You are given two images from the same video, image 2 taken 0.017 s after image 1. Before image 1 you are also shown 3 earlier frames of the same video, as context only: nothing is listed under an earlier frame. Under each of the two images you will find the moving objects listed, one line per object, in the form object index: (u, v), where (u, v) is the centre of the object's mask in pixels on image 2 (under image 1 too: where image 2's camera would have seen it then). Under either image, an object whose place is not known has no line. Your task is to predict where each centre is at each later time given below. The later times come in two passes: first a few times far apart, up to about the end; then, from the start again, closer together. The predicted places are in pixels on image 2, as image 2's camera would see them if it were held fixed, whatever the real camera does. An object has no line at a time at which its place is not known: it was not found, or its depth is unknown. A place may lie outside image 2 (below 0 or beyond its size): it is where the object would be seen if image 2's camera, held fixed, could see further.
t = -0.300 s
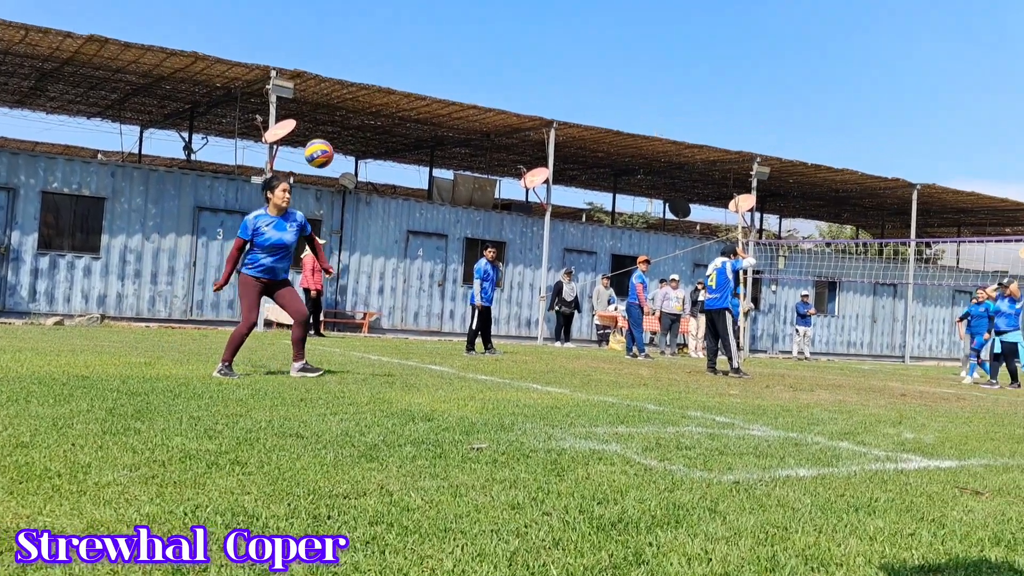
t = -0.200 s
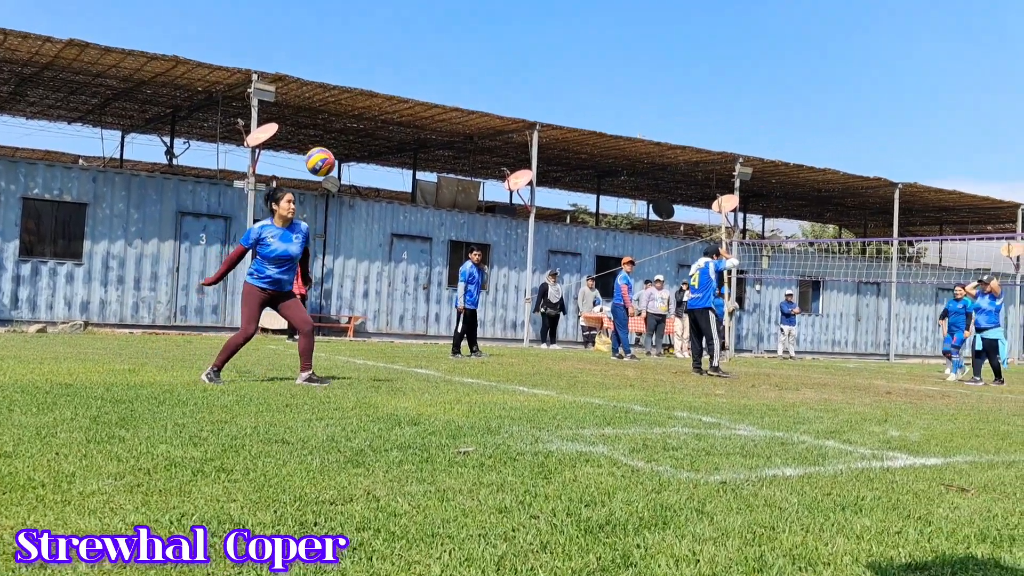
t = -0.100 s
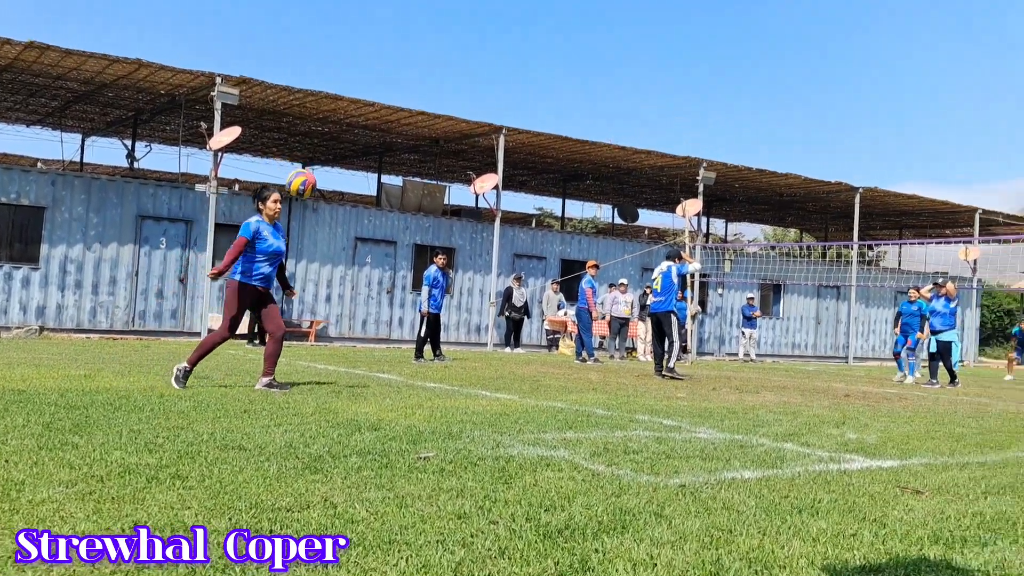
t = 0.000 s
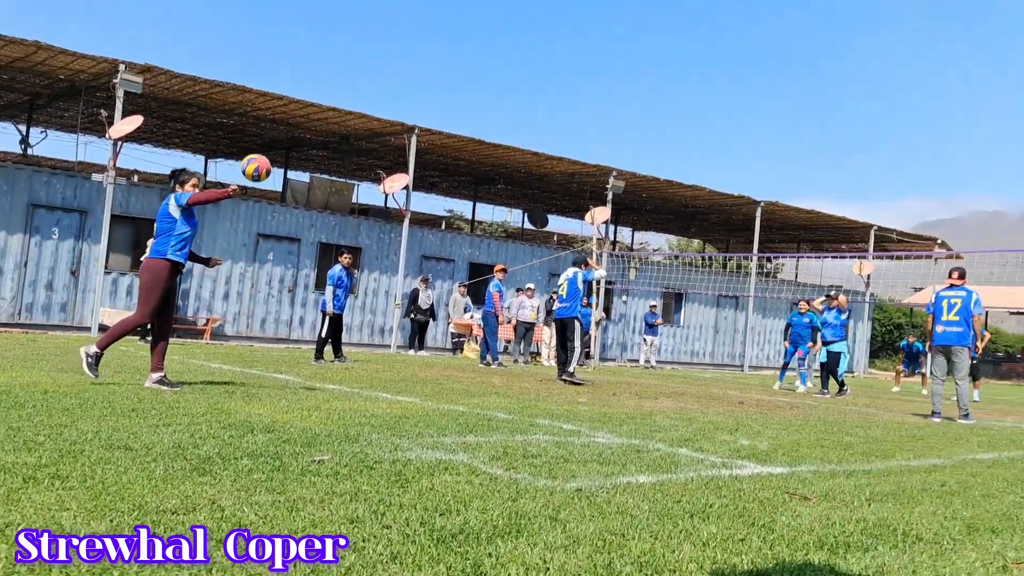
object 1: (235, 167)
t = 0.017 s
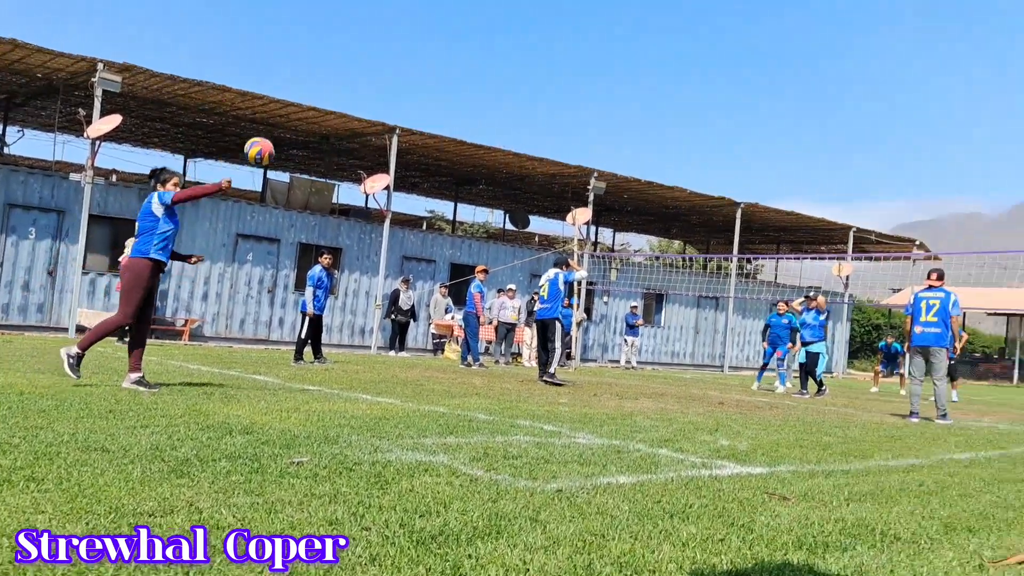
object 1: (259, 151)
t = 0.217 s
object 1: (473, 13)
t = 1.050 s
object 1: (837, 15)
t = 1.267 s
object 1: (883, 83)
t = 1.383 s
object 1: (903, 127)
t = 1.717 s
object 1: (943, 267)
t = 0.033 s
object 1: (282, 135)
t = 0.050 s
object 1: (304, 121)
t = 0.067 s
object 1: (325, 107)
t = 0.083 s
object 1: (344, 93)
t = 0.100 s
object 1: (363, 81)
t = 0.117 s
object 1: (381, 69)
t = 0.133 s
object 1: (398, 58)
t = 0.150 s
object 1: (415, 48)
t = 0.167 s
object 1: (430, 39)
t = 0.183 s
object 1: (445, 29)
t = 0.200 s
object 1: (459, 21)
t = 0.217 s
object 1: (473, 13)
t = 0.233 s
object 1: (487, 6)
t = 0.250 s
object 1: (500, 2)
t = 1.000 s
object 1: (826, 1)
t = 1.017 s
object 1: (830, 6)
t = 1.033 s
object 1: (833, 10)
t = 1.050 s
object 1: (837, 15)
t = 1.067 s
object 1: (841, 20)
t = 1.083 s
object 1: (845, 25)
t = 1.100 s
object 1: (848, 30)
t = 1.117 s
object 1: (852, 35)
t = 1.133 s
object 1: (856, 40)
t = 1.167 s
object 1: (863, 50)
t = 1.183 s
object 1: (867, 55)
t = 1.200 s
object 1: (870, 61)
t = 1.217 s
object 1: (874, 67)
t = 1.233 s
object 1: (877, 72)
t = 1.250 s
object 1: (880, 78)
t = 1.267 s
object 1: (883, 83)
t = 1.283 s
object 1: (887, 89)
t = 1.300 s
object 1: (889, 96)
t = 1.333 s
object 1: (895, 108)
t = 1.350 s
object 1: (898, 114)
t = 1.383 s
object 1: (903, 127)
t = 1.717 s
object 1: (943, 267)
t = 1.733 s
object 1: (946, 273)
